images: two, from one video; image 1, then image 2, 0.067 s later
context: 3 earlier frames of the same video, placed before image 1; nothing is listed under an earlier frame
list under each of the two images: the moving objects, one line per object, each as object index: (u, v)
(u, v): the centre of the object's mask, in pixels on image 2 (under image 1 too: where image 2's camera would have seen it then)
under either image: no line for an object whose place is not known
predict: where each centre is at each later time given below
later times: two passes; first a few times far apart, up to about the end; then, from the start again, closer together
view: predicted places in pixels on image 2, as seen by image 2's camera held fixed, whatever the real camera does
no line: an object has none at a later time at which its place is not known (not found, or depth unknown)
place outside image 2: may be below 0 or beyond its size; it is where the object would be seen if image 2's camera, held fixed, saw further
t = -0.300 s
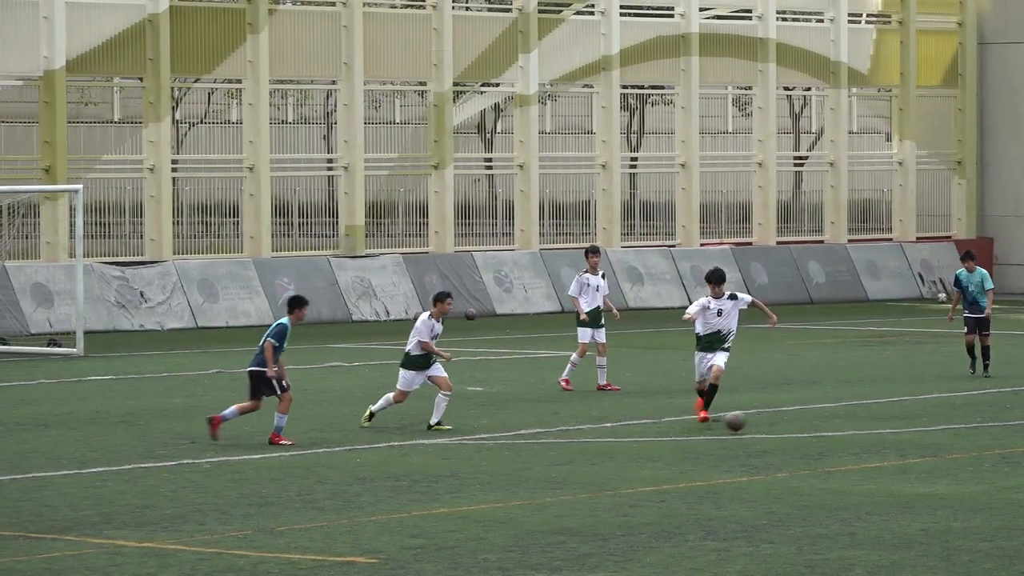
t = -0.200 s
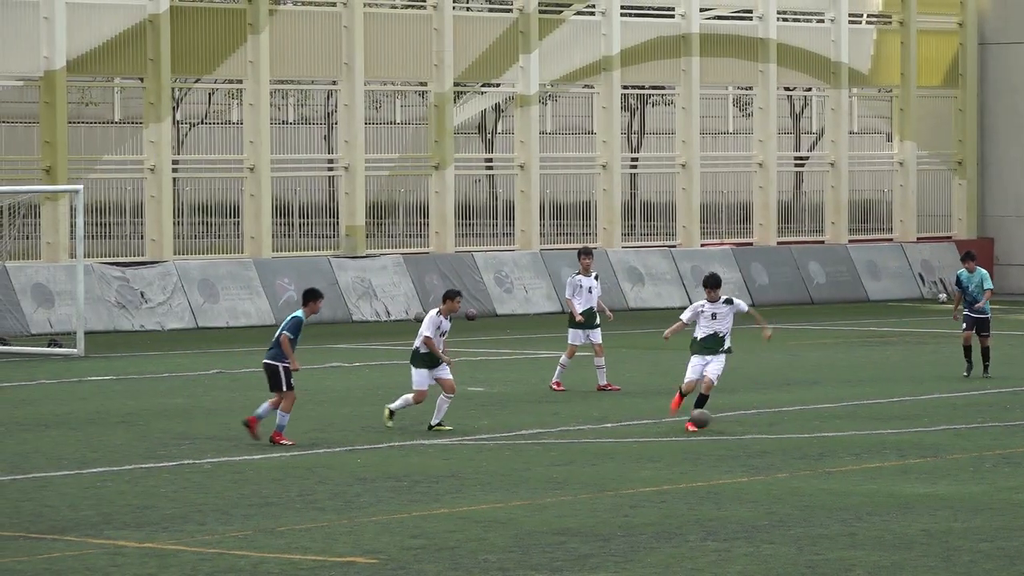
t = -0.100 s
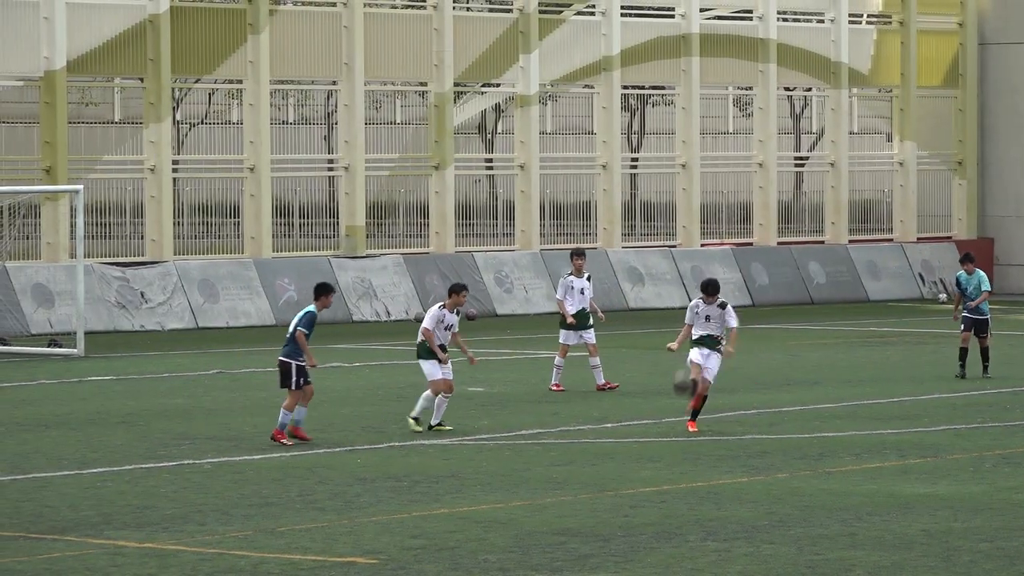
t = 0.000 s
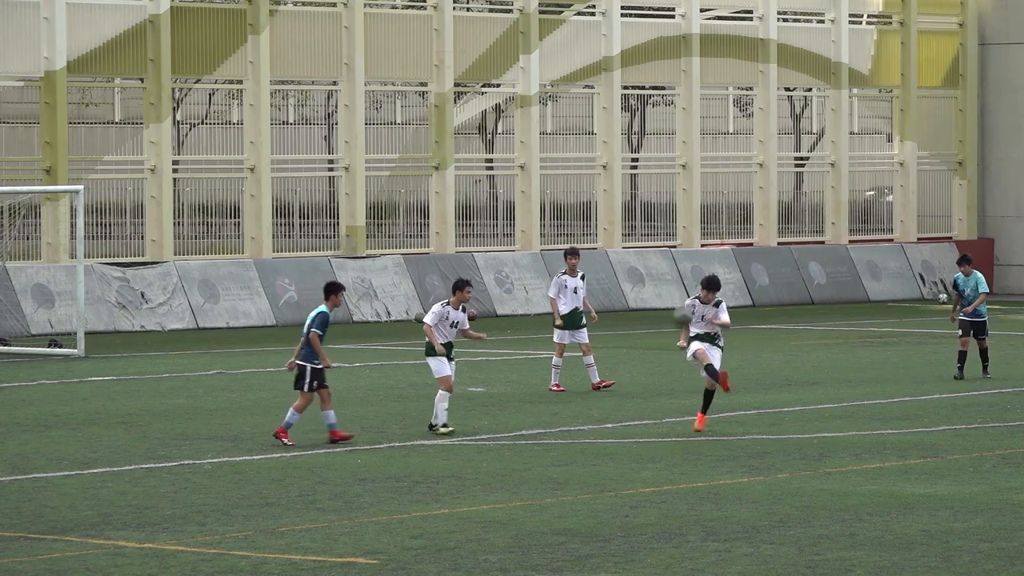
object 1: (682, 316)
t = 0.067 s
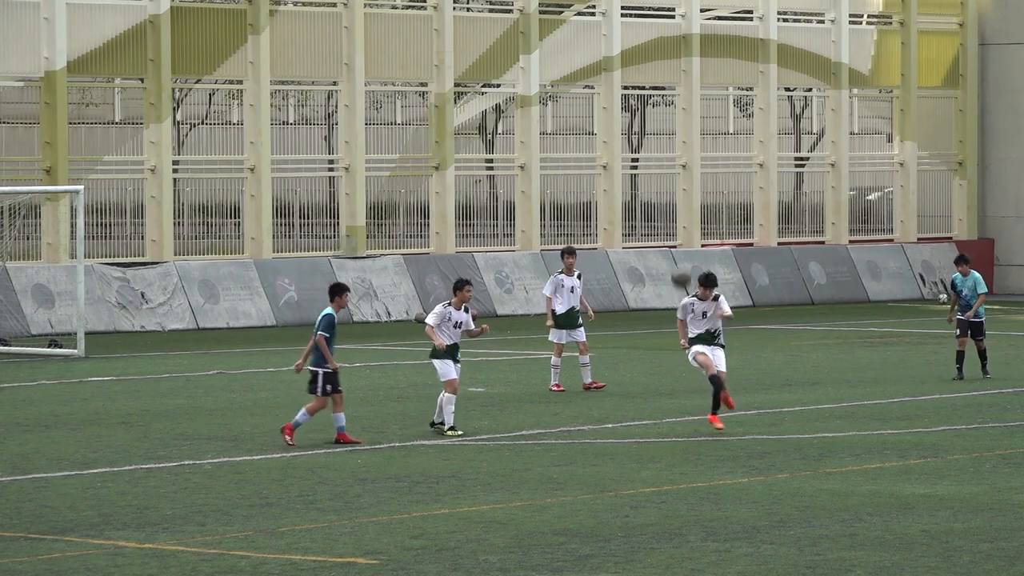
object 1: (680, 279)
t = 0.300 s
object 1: (670, 156)
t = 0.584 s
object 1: (643, 60)
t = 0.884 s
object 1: (599, 34)
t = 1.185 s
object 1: (541, 101)
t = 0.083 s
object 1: (680, 270)
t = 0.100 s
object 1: (681, 260)
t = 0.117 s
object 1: (680, 249)
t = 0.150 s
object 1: (678, 231)
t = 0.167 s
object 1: (678, 222)
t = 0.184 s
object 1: (677, 213)
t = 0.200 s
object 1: (676, 204)
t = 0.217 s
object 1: (675, 195)
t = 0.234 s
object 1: (674, 188)
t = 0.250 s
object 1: (673, 179)
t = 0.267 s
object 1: (672, 172)
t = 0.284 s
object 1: (671, 164)
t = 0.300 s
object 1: (670, 156)
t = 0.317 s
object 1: (669, 150)
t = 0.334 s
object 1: (667, 142)
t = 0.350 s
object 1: (666, 135)
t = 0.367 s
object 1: (665, 128)
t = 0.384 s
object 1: (663, 122)
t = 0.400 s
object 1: (662, 115)
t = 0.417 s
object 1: (660, 109)
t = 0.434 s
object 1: (659, 103)
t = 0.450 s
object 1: (657, 97)
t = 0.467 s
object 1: (655, 91)
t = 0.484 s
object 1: (654, 87)
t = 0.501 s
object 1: (653, 82)
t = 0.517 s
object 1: (650, 76)
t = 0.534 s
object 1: (648, 71)
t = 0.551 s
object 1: (647, 67)
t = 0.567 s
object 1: (644, 63)
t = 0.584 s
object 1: (643, 60)
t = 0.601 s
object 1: (641, 56)
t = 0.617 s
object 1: (639, 52)
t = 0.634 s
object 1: (636, 50)
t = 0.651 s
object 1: (634, 47)
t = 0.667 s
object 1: (632, 44)
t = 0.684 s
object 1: (630, 42)
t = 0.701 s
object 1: (628, 40)
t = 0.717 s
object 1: (625, 38)
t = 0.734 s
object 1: (623, 37)
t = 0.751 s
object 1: (620, 35)
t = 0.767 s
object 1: (618, 34)
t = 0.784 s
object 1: (615, 33)
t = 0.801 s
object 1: (613, 33)
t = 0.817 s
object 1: (610, 33)
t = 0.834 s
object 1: (607, 33)
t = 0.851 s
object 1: (605, 33)
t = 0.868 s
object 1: (602, 33)
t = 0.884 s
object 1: (599, 34)
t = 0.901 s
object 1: (596, 36)
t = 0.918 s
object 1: (594, 37)
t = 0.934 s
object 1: (590, 39)
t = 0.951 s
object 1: (587, 40)
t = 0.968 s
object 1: (584, 43)
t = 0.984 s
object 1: (581, 45)
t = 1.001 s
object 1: (578, 48)
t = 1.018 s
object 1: (575, 51)
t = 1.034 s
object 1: (572, 55)
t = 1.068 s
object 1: (565, 62)
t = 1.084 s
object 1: (562, 67)
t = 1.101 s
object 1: (559, 72)
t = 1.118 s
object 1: (555, 76)
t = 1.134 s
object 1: (552, 82)
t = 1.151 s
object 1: (549, 87)
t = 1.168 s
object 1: (546, 93)
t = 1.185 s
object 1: (541, 101)
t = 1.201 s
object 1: (538, 106)
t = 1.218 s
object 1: (534, 114)
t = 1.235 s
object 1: (531, 120)
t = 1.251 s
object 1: (528, 128)
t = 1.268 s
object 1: (524, 135)
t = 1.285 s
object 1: (520, 143)
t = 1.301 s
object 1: (516, 152)
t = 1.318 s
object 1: (513, 160)
